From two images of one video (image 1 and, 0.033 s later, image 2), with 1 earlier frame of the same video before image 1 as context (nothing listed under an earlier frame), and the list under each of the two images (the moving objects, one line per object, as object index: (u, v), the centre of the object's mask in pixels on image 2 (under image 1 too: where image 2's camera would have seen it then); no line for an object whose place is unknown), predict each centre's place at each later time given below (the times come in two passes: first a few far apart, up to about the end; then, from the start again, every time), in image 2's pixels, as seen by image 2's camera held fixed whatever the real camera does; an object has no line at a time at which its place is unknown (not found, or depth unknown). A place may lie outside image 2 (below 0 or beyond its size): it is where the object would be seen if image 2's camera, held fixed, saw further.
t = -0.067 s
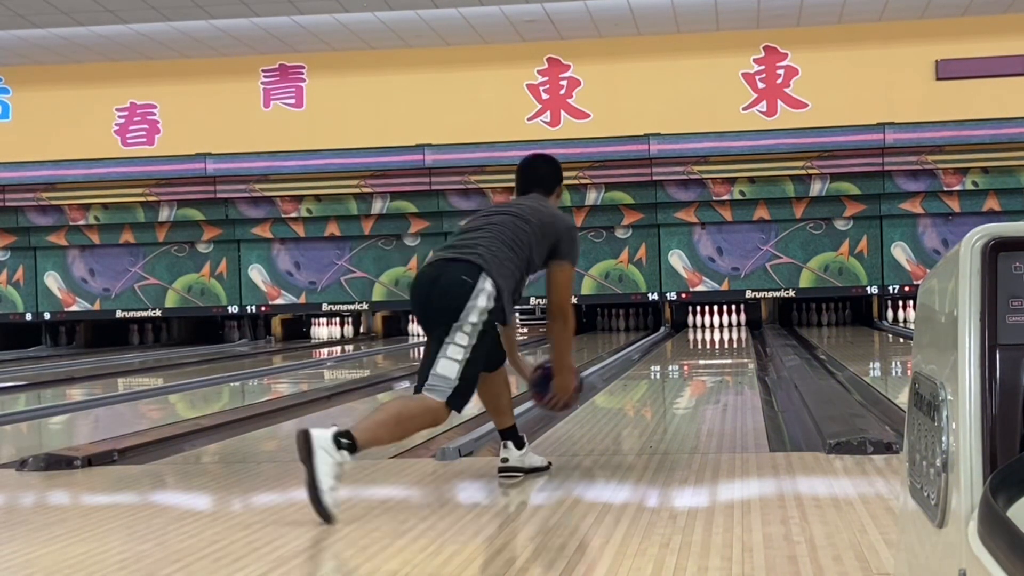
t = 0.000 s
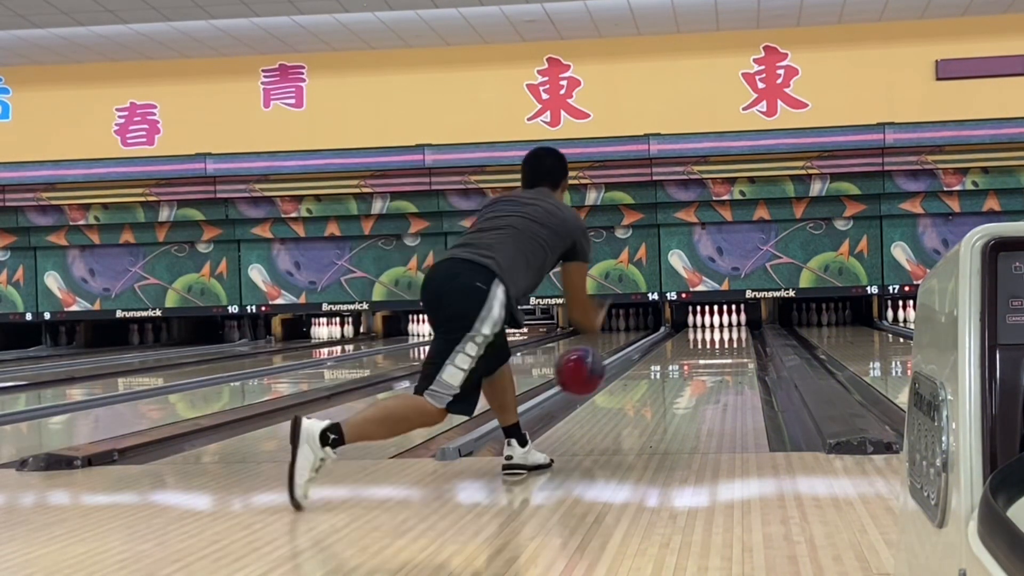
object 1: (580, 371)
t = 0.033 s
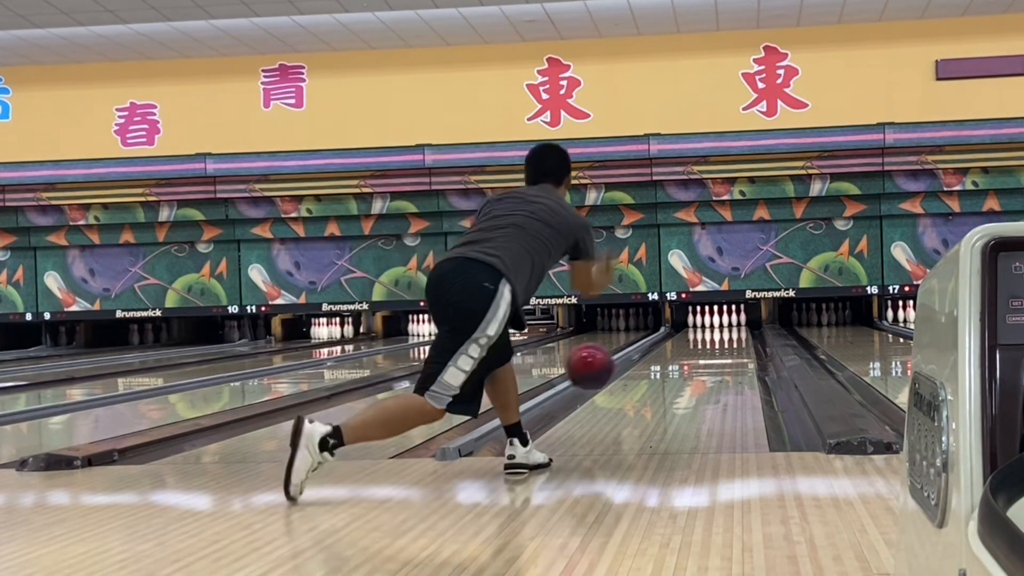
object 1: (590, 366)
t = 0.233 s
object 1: (639, 391)
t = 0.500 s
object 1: (679, 372)
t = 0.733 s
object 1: (700, 359)
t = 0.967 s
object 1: (715, 349)
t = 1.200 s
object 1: (724, 342)
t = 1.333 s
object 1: (729, 338)
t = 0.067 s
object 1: (599, 366)
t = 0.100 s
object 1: (609, 367)
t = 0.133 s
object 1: (617, 371)
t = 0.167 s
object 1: (625, 376)
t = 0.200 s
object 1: (632, 382)
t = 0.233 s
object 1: (639, 391)
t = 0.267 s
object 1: (645, 390)
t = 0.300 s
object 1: (651, 385)
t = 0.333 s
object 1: (657, 383)
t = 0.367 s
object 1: (662, 382)
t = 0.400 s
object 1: (666, 379)
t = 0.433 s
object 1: (671, 376)
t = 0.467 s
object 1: (675, 374)
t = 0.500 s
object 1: (679, 372)
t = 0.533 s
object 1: (683, 370)
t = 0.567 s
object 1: (686, 368)
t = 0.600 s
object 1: (689, 366)
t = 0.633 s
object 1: (692, 364)
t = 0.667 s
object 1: (695, 363)
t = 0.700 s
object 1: (698, 360)
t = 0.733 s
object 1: (700, 359)
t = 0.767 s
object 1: (703, 357)
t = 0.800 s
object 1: (705, 356)
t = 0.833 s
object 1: (707, 354)
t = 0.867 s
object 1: (709, 353)
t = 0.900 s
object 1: (711, 352)
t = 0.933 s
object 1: (713, 350)
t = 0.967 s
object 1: (715, 349)
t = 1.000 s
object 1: (716, 348)
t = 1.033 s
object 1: (718, 347)
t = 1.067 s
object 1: (720, 346)
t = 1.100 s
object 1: (721, 344)
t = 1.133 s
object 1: (722, 344)
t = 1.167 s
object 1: (723, 343)
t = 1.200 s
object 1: (724, 342)
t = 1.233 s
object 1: (726, 341)
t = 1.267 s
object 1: (727, 340)
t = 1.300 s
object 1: (728, 339)
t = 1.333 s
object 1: (729, 338)
